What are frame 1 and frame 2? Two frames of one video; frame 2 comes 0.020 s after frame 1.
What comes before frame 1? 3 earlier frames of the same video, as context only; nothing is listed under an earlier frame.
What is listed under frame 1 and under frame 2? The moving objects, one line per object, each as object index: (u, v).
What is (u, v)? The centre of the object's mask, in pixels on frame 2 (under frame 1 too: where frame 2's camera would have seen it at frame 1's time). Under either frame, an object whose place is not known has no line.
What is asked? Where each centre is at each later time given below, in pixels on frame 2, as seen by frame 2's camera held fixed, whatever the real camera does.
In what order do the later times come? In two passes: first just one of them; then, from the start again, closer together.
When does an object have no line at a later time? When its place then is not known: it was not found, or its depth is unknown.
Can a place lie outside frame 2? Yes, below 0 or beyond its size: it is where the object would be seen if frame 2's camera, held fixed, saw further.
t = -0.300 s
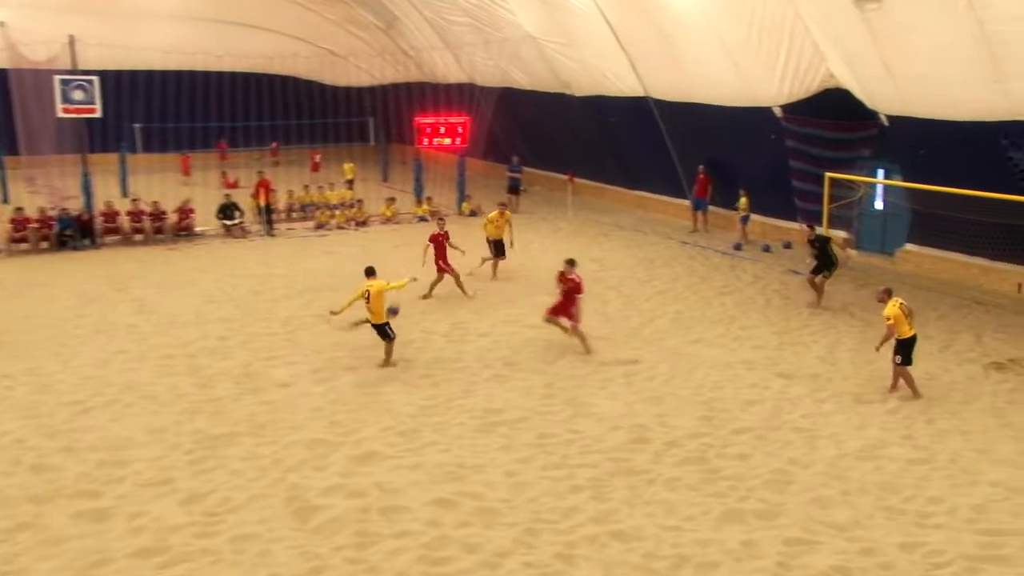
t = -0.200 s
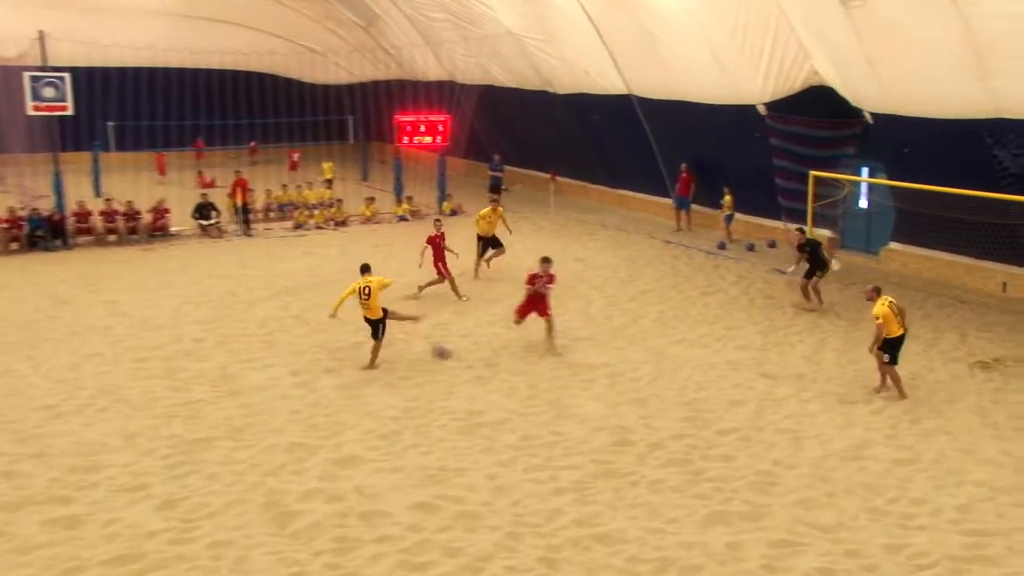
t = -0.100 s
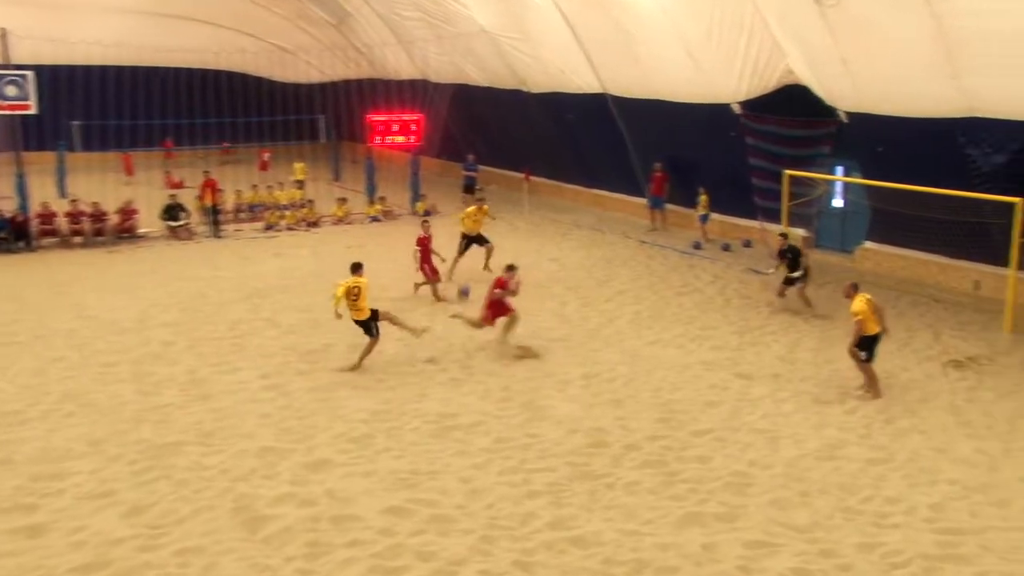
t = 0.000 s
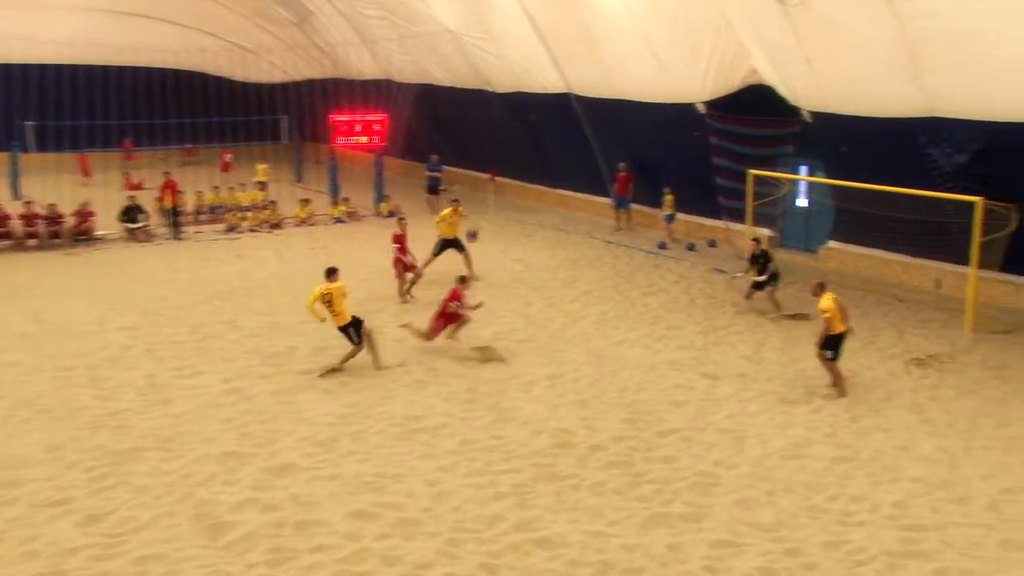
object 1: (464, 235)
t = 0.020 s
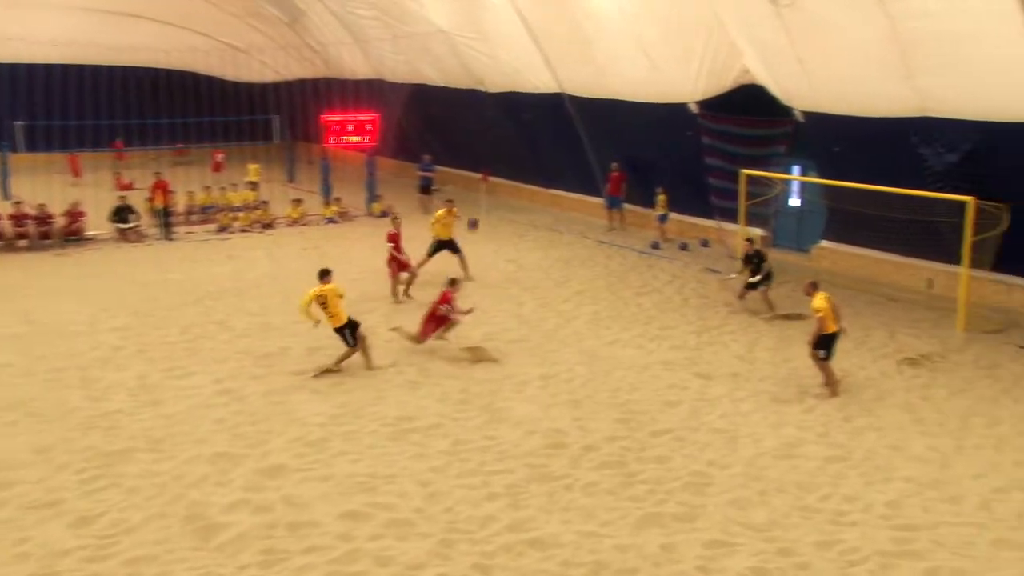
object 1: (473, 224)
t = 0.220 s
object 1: (551, 127)
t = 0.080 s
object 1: (498, 193)
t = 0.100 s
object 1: (504, 184)
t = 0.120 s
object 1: (511, 172)
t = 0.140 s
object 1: (519, 161)
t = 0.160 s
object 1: (527, 154)
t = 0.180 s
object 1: (536, 143)
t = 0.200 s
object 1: (543, 135)
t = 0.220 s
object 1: (551, 127)
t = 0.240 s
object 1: (557, 120)
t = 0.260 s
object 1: (565, 111)
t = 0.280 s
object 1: (575, 106)
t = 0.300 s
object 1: (582, 98)
